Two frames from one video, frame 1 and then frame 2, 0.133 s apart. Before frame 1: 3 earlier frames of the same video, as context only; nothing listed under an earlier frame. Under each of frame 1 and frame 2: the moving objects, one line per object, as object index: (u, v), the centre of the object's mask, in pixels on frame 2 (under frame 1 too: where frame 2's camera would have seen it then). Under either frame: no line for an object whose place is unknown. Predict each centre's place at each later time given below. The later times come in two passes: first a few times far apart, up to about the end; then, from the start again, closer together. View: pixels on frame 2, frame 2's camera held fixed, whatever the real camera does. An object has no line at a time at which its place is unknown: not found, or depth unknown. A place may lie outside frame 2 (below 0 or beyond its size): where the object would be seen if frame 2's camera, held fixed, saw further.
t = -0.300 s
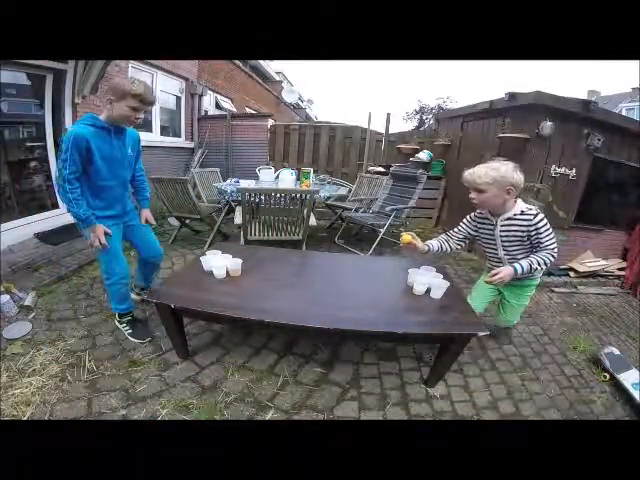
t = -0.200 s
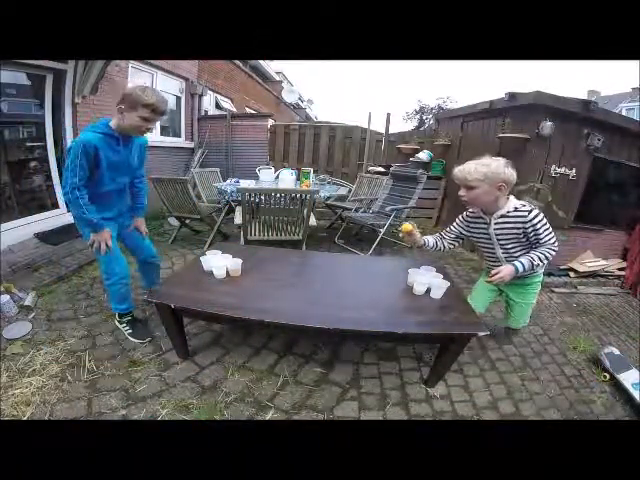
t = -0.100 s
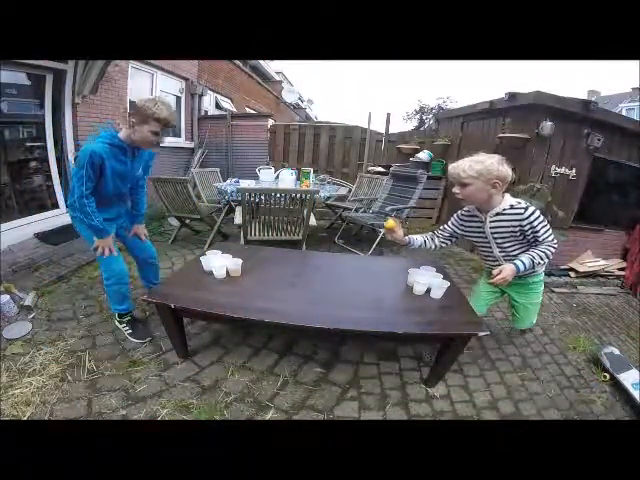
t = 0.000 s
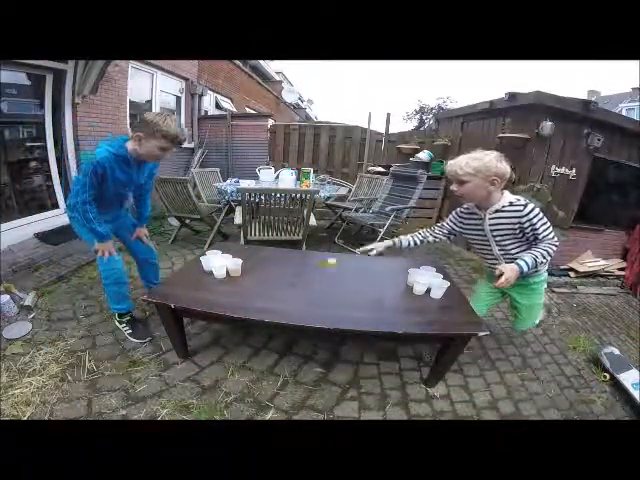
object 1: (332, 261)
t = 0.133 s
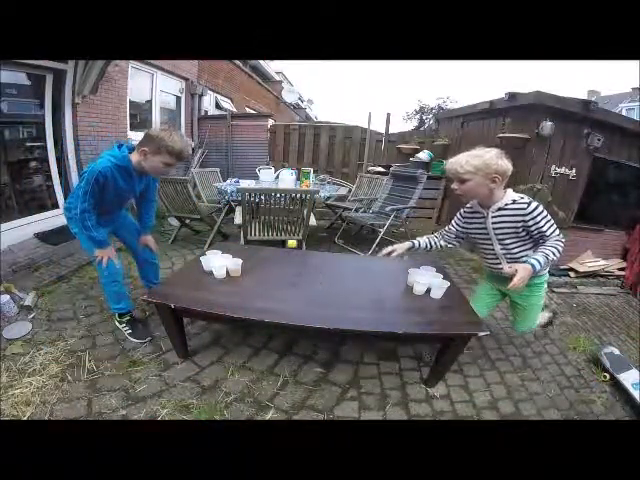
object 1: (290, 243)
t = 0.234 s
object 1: (269, 222)
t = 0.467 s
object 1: (225, 240)
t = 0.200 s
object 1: (277, 227)
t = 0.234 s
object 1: (269, 222)
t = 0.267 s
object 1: (261, 219)
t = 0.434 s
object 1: (231, 232)
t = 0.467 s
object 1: (225, 240)
